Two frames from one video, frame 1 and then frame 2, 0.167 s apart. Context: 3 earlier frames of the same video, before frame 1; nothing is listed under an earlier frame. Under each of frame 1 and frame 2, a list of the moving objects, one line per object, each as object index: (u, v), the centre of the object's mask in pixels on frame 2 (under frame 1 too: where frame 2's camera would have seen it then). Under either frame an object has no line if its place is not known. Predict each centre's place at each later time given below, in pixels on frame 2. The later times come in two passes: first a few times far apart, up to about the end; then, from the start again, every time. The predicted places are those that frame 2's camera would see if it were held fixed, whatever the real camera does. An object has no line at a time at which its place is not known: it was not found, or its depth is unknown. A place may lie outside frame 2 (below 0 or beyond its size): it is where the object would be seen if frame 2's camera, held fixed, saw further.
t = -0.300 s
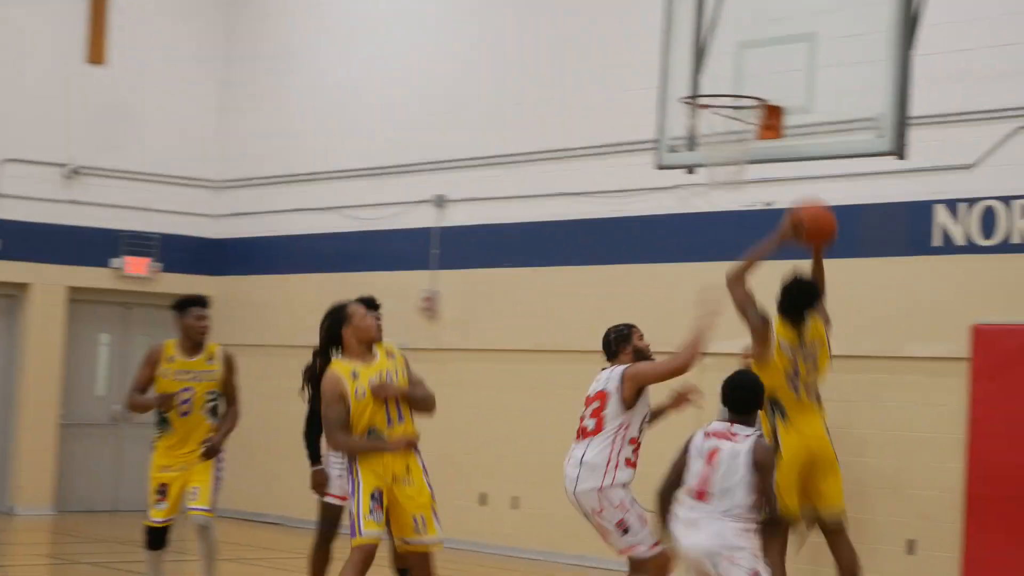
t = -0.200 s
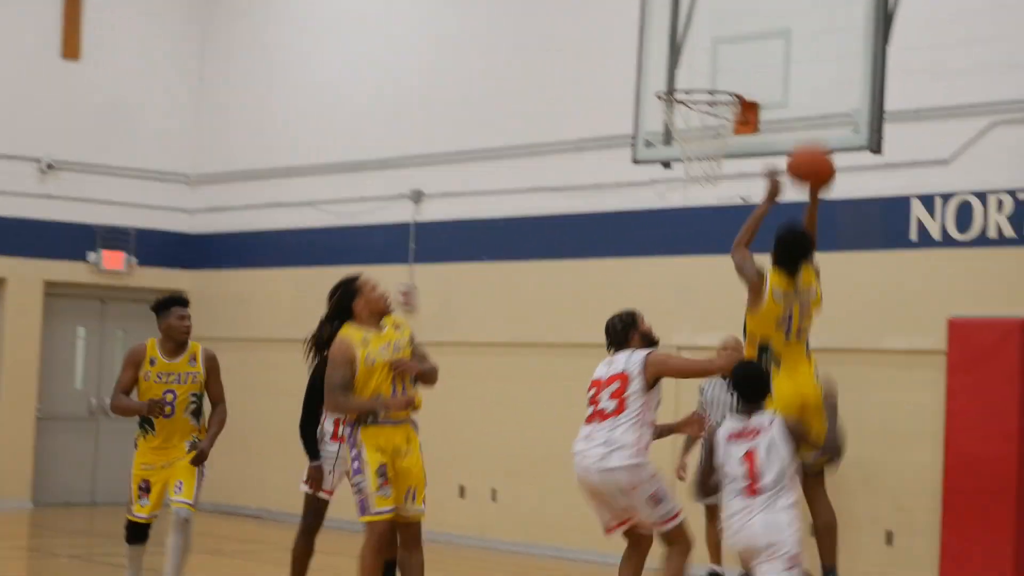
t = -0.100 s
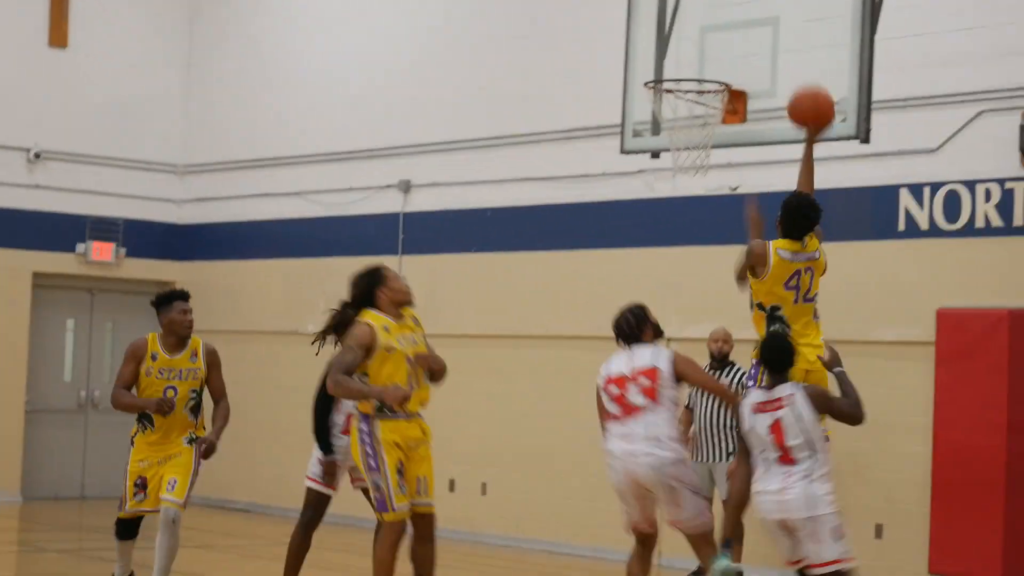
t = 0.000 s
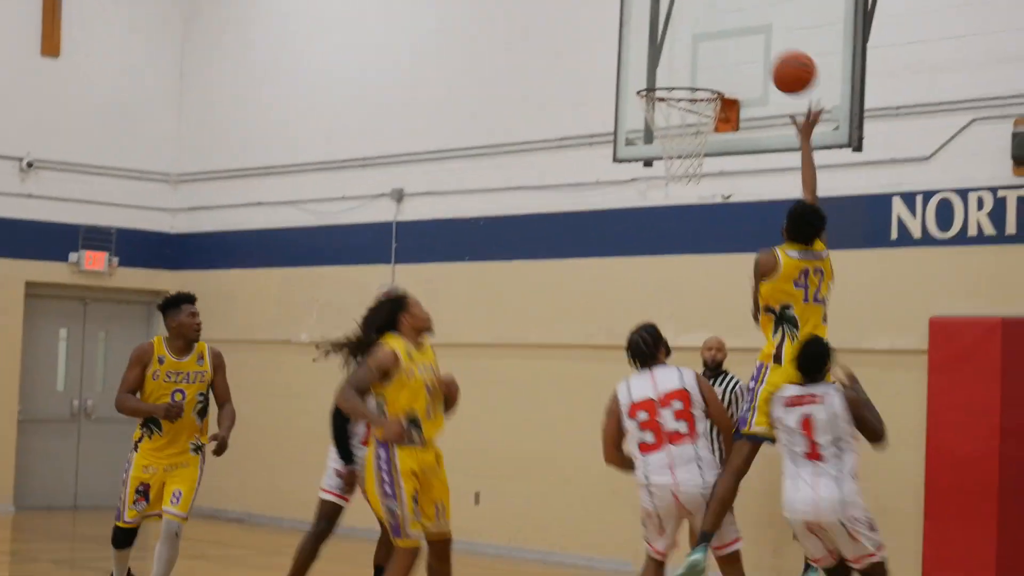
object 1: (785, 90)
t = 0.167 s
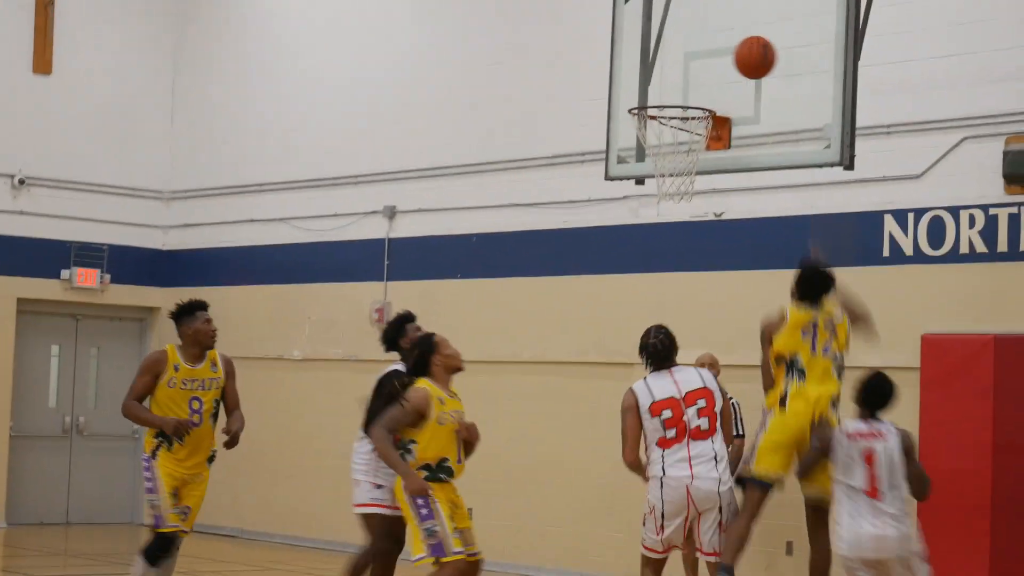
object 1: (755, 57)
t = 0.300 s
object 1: (711, 55)
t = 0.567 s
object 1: (670, 88)
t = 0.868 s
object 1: (707, 76)
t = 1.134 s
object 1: (709, 78)
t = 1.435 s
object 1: (688, 92)
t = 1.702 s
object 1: (660, 191)
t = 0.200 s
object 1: (747, 56)
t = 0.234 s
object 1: (736, 53)
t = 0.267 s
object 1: (723, 53)
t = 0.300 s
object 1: (711, 55)
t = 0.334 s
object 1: (698, 59)
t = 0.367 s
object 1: (686, 64)
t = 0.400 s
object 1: (673, 72)
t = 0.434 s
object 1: (659, 82)
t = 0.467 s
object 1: (647, 93)
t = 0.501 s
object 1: (650, 94)
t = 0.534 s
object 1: (659, 90)
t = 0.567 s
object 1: (670, 88)
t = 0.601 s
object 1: (681, 87)
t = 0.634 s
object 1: (691, 89)
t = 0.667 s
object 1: (700, 90)
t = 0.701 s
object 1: (702, 85)
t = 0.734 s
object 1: (703, 79)
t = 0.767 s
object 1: (704, 76)
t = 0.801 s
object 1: (705, 74)
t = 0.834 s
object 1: (706, 74)
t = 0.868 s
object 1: (707, 76)
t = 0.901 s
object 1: (707, 80)
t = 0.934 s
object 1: (708, 85)
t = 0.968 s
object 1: (709, 91)
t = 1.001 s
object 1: (710, 86)
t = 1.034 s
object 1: (710, 81)
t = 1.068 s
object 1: (709, 78)
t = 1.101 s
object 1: (709, 78)
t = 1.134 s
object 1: (709, 78)
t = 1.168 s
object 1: (709, 81)
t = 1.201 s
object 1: (708, 86)
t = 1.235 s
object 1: (708, 92)
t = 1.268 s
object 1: (705, 90)
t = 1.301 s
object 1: (702, 88)
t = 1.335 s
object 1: (699, 86)
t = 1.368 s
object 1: (695, 87)
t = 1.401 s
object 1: (692, 89)
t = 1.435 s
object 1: (688, 92)
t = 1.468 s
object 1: (685, 100)
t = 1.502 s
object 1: (681, 107)
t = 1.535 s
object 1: (677, 117)
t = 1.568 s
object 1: (673, 129)
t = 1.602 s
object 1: (670, 145)
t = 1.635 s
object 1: (666, 161)
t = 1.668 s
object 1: (663, 175)
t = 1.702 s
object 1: (660, 191)
